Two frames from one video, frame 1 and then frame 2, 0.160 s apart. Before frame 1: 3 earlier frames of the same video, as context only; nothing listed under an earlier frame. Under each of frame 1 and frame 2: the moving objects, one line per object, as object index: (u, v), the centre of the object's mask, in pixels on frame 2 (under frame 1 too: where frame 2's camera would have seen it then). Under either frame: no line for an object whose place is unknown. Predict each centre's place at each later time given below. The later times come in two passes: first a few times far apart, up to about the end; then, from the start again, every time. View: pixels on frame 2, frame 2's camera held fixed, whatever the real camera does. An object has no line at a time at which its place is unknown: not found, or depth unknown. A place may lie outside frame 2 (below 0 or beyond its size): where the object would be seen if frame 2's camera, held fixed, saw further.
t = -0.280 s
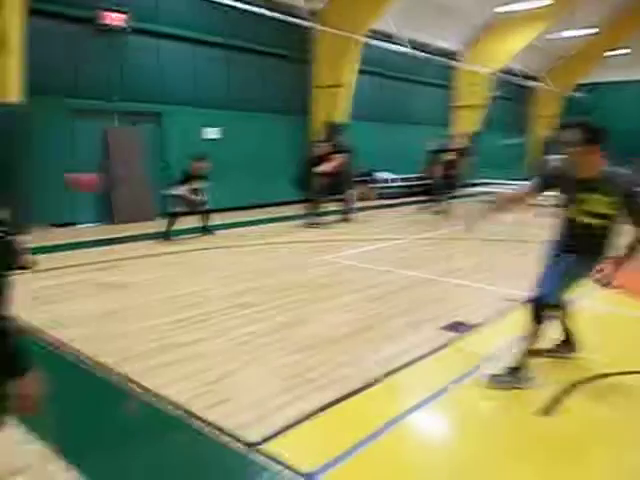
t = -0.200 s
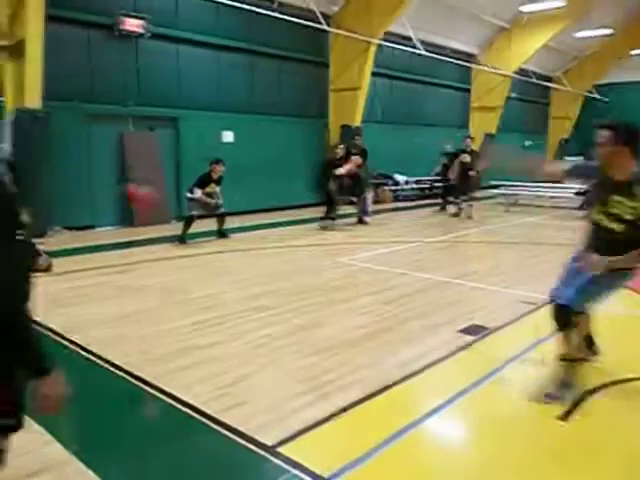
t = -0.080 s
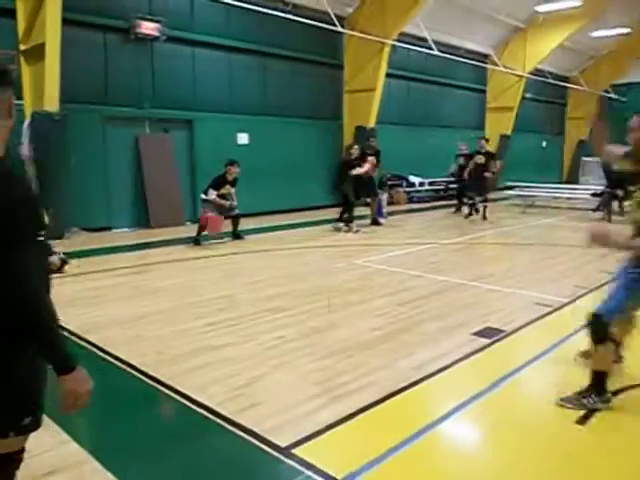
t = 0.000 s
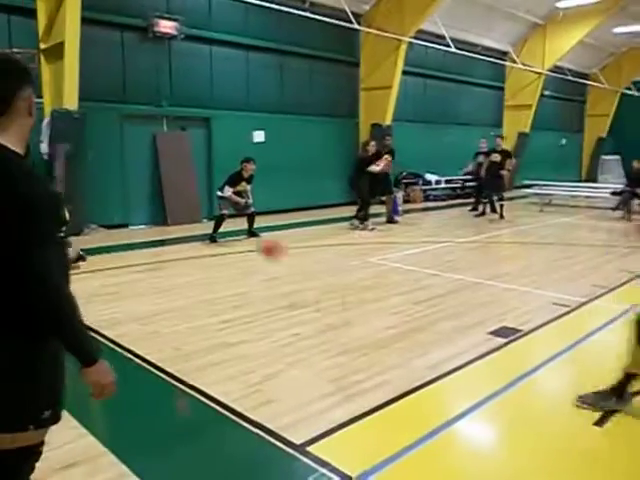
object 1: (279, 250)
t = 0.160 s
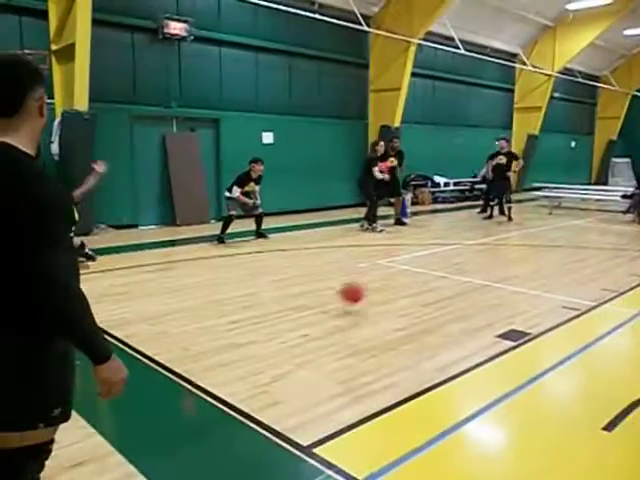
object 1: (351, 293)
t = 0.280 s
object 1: (387, 265)
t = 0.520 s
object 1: (468, 258)
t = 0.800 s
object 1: (573, 341)
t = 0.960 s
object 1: (636, 308)
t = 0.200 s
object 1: (363, 282)
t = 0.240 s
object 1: (375, 273)
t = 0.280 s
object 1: (387, 265)
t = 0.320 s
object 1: (400, 260)
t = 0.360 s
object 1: (413, 257)
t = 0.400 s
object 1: (426, 255)
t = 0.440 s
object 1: (439, 254)
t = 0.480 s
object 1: (453, 255)
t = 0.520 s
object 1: (468, 258)
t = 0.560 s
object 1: (483, 264)
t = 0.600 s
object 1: (497, 273)
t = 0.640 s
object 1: (511, 283)
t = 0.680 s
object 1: (526, 295)
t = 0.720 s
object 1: (541, 309)
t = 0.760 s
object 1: (556, 324)
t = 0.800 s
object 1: (573, 341)
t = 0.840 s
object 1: (588, 331)
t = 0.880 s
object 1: (603, 322)
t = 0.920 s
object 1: (620, 314)
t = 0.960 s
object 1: (636, 308)
